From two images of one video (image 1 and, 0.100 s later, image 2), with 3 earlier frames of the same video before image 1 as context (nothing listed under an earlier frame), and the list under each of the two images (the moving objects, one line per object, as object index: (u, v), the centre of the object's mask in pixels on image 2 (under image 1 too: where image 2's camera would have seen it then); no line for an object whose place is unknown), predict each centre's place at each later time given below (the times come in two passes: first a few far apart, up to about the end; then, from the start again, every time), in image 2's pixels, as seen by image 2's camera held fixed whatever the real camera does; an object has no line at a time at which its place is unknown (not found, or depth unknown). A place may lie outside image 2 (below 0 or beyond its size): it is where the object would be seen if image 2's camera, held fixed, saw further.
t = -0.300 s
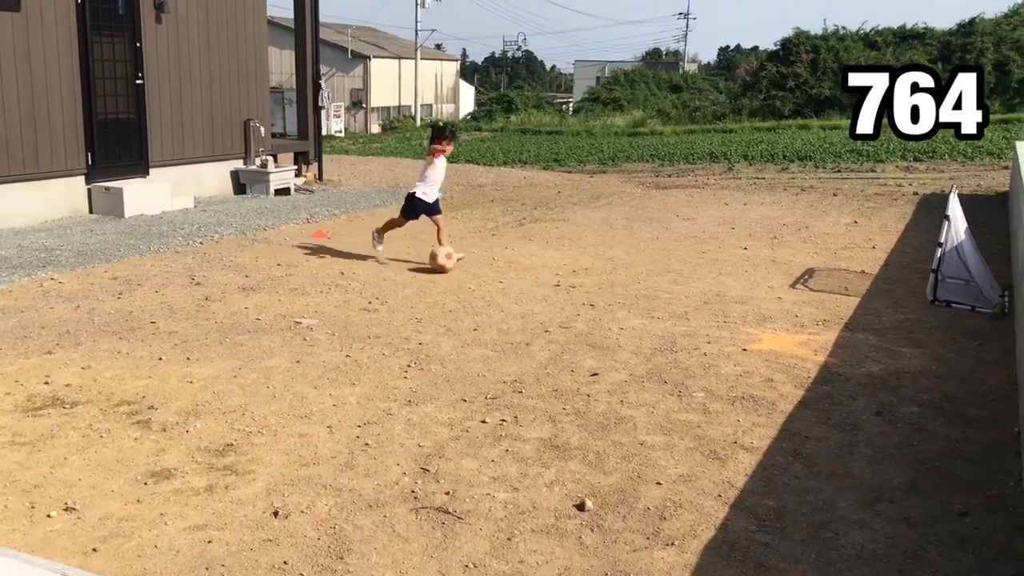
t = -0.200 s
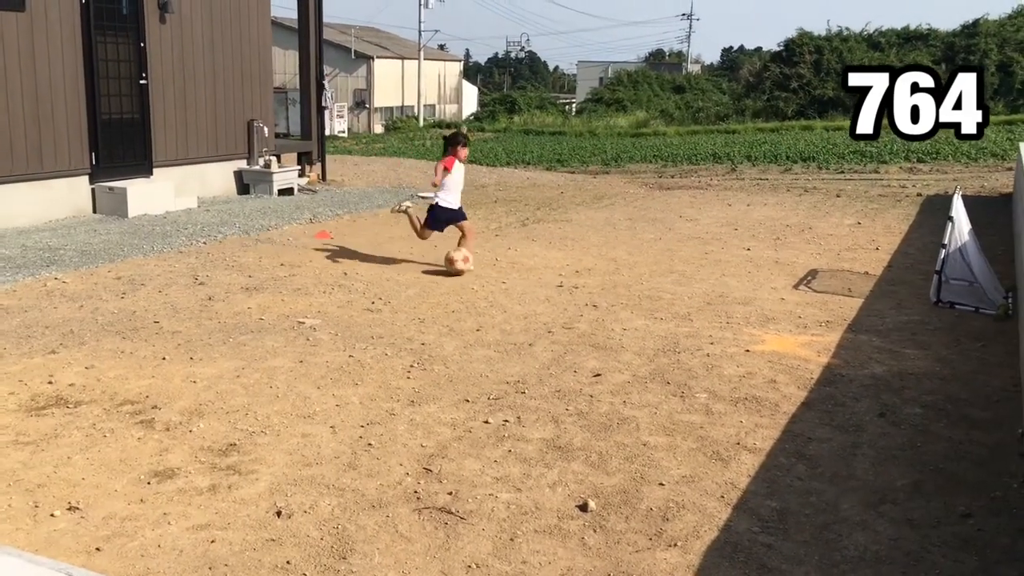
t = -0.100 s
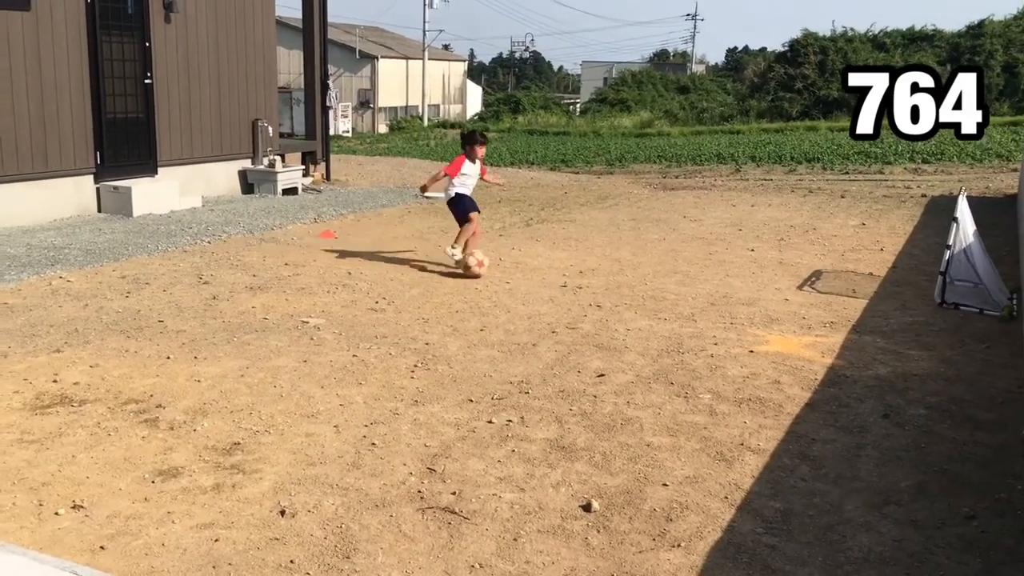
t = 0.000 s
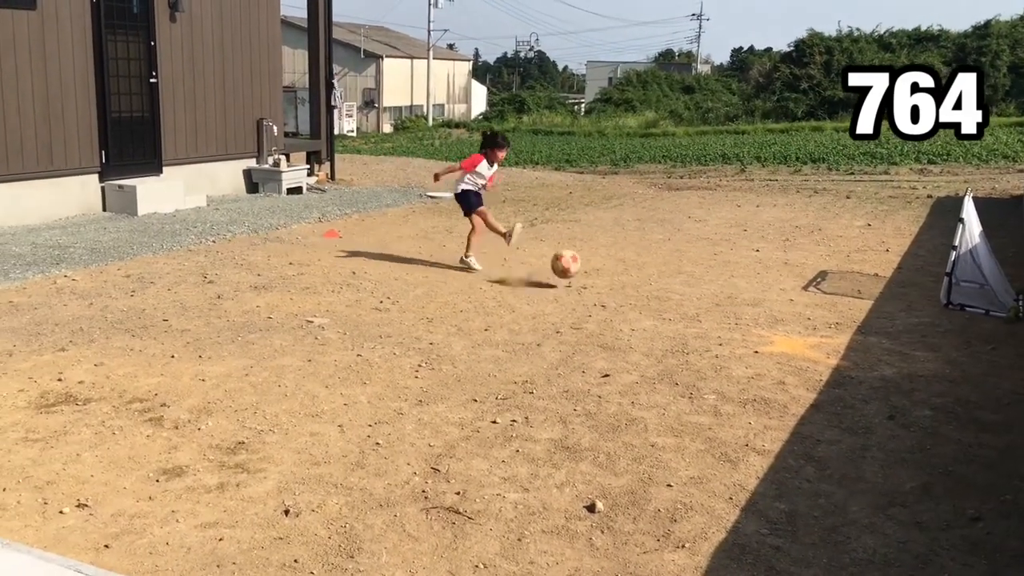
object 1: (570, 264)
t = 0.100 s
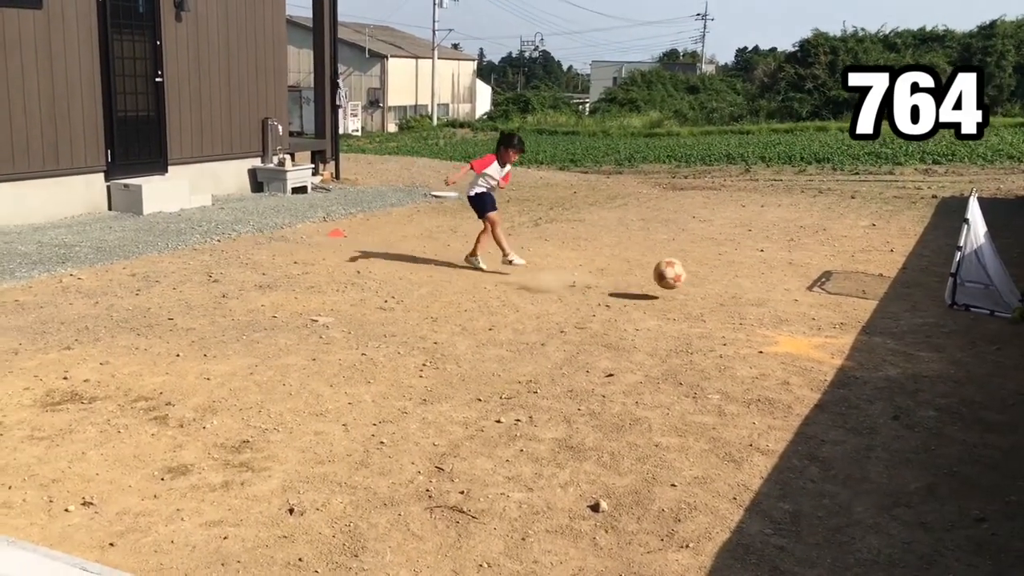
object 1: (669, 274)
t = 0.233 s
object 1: (814, 303)
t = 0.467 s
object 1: (975, 330)
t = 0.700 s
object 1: (806, 296)
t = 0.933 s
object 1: (698, 286)
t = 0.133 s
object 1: (705, 281)
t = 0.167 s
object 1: (741, 290)
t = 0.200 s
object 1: (778, 302)
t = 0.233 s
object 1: (814, 303)
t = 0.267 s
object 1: (849, 304)
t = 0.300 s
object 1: (886, 307)
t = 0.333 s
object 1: (923, 312)
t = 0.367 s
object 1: (962, 319)
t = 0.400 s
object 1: (997, 329)
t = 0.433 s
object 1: (999, 329)
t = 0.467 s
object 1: (975, 330)
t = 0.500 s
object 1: (945, 325)
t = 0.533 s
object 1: (916, 320)
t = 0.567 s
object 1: (886, 319)
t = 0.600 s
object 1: (866, 311)
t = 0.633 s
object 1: (846, 304)
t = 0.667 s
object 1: (826, 299)
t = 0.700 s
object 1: (806, 296)
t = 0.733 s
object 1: (787, 295)
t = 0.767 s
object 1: (768, 297)
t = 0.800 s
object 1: (751, 296)
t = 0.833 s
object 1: (737, 291)
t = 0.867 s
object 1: (724, 288)
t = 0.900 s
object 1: (711, 286)
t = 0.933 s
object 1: (698, 286)
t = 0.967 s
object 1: (685, 286)
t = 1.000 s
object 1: (672, 281)
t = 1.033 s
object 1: (659, 278)
